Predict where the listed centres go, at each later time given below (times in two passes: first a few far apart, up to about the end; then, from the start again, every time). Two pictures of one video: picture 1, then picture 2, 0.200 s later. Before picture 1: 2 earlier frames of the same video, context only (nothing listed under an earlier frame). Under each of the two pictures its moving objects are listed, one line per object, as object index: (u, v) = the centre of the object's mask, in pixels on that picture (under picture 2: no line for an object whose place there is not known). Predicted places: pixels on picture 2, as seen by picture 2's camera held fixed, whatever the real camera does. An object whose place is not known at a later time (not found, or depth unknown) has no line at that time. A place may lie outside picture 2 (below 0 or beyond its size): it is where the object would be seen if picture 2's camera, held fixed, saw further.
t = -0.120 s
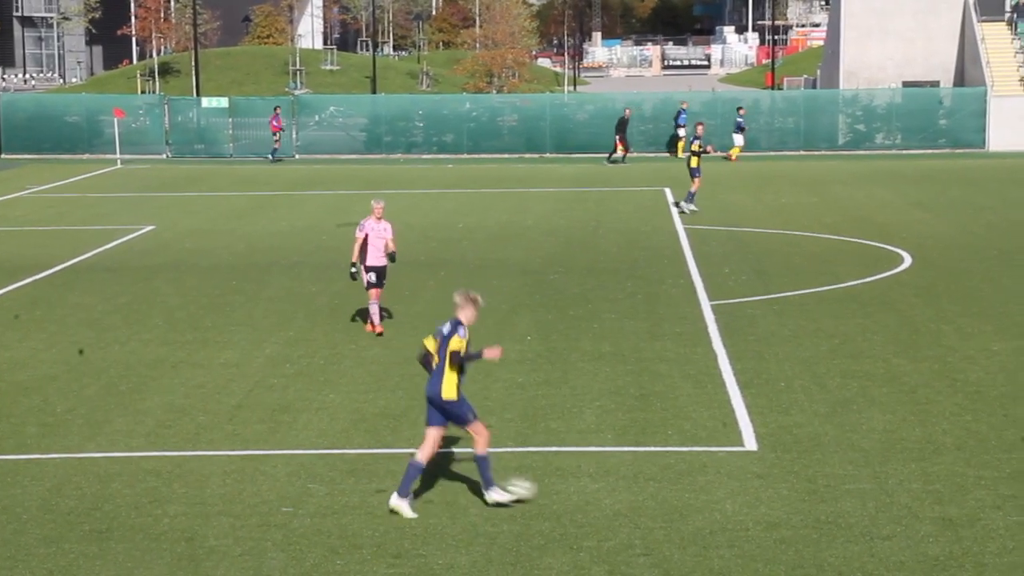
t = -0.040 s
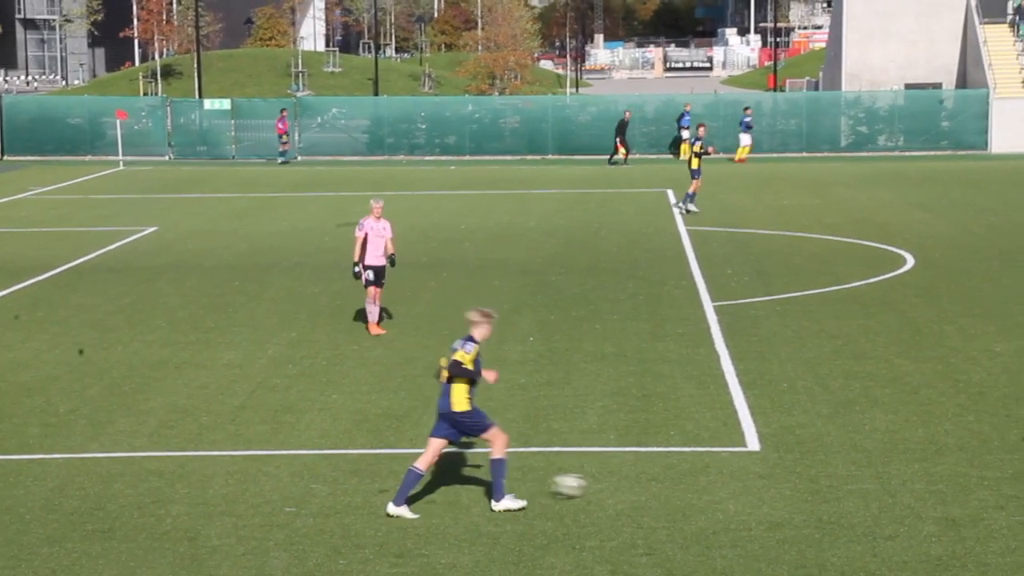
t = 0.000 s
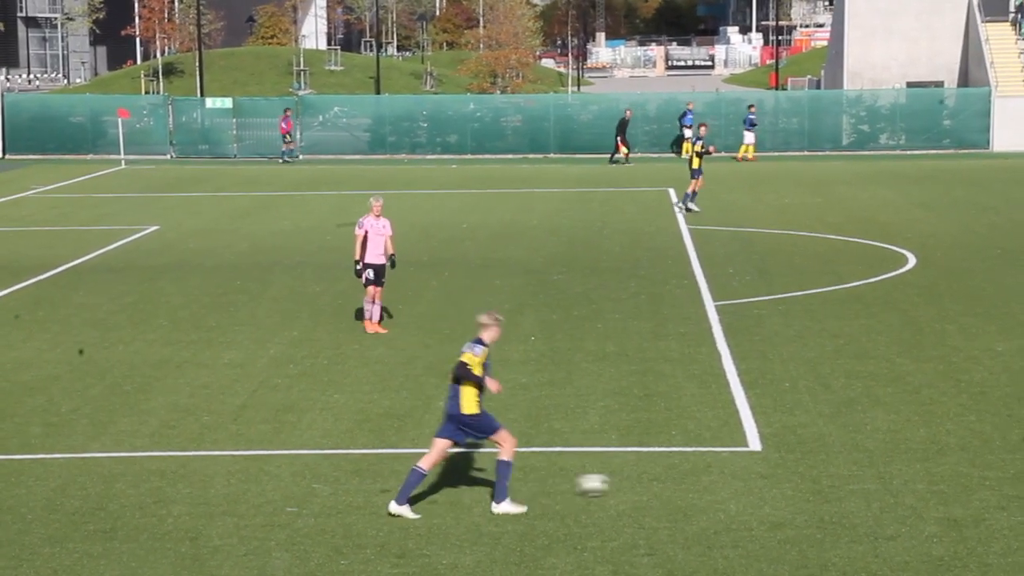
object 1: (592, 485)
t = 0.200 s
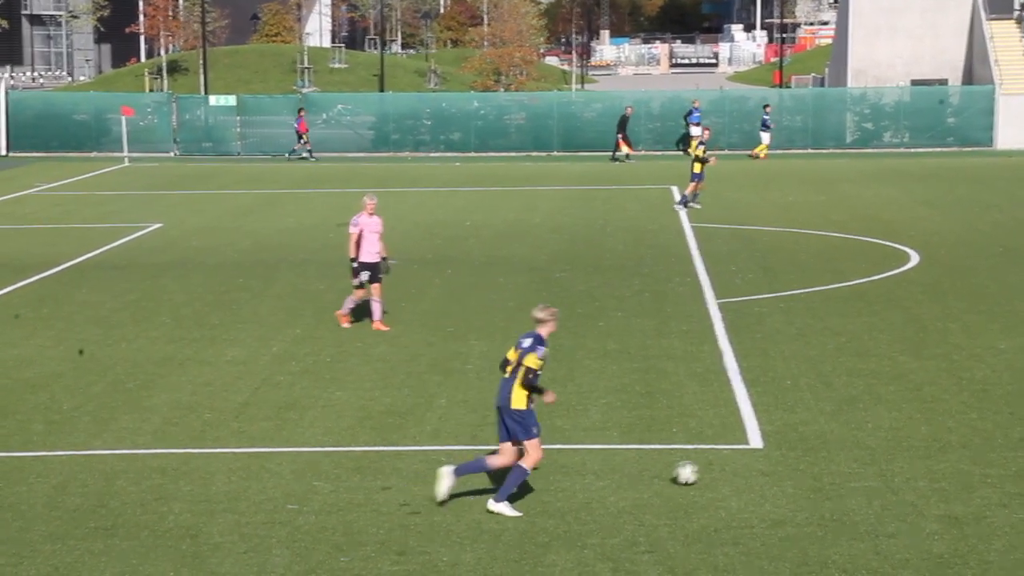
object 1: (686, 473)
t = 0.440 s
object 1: (775, 469)
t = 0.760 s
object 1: (877, 462)
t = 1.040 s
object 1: (956, 457)
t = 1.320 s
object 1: (1024, 453)
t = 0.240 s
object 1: (703, 472)
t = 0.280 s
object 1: (720, 472)
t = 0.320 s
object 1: (733, 471)
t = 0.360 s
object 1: (750, 468)
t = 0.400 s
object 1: (761, 471)
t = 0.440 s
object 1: (775, 469)
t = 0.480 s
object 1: (788, 468)
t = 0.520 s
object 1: (801, 467)
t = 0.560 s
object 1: (815, 466)
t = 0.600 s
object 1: (828, 465)
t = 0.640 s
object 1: (840, 464)
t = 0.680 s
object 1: (853, 463)
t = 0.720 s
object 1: (864, 463)
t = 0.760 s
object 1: (877, 462)
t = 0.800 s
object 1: (889, 461)
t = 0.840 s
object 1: (900, 461)
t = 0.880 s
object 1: (911, 460)
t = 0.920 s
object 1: (922, 459)
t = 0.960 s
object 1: (933, 458)
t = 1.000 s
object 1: (945, 458)
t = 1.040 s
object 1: (956, 457)
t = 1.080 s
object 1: (969, 457)
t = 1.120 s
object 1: (977, 456)
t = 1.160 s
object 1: (988, 456)
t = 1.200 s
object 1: (999, 455)
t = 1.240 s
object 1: (1008, 454)
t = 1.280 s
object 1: (1018, 454)
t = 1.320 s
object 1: (1024, 453)
